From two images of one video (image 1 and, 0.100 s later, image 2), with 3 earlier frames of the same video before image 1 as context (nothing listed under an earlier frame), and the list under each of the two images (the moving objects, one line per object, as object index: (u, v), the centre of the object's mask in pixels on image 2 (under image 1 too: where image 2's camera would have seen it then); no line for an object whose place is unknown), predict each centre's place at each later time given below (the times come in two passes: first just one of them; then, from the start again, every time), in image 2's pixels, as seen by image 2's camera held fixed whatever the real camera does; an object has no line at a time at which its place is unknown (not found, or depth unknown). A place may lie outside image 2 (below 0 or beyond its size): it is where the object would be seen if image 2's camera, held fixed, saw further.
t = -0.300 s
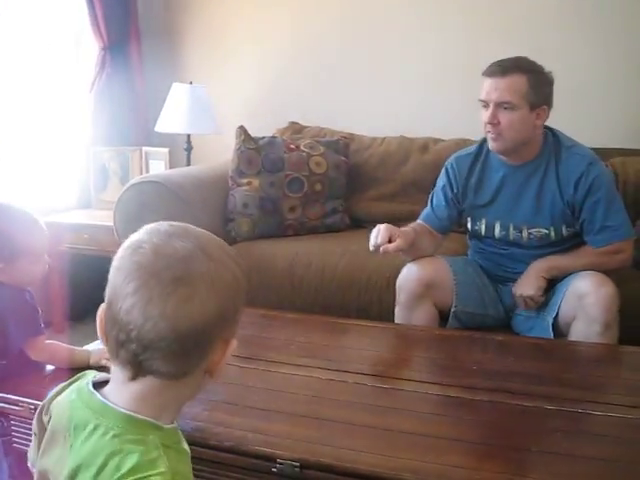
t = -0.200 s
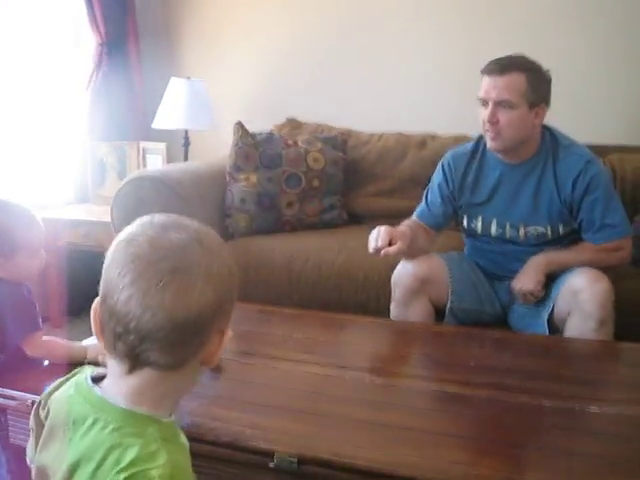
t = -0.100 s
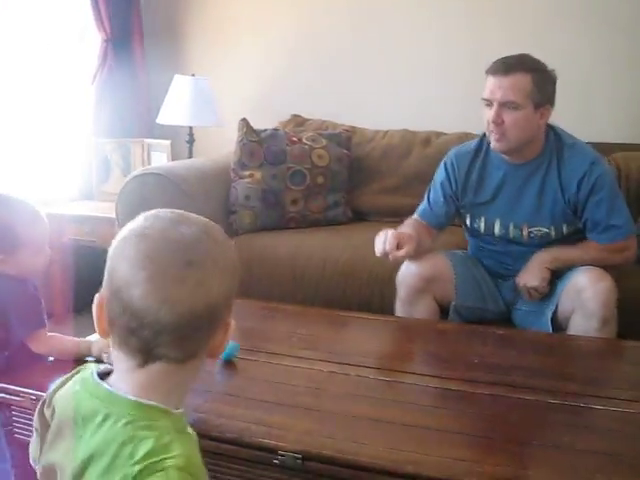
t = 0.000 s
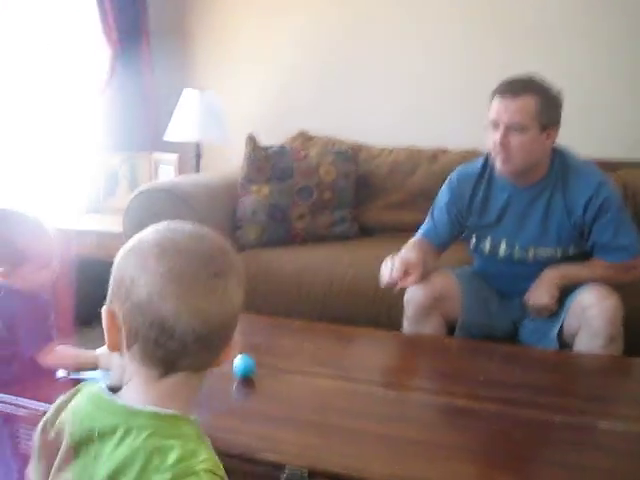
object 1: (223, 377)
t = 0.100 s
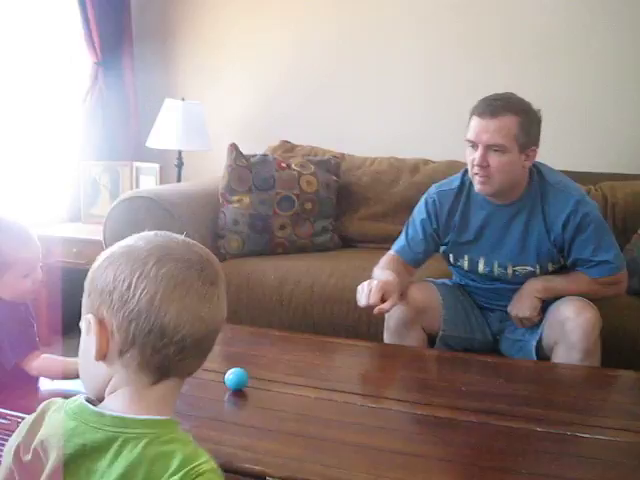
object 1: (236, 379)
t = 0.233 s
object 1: (252, 383)
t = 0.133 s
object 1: (240, 379)
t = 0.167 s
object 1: (241, 380)
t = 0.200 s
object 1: (243, 377)
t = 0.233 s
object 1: (252, 383)
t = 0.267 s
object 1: (257, 384)
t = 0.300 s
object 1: (260, 384)
